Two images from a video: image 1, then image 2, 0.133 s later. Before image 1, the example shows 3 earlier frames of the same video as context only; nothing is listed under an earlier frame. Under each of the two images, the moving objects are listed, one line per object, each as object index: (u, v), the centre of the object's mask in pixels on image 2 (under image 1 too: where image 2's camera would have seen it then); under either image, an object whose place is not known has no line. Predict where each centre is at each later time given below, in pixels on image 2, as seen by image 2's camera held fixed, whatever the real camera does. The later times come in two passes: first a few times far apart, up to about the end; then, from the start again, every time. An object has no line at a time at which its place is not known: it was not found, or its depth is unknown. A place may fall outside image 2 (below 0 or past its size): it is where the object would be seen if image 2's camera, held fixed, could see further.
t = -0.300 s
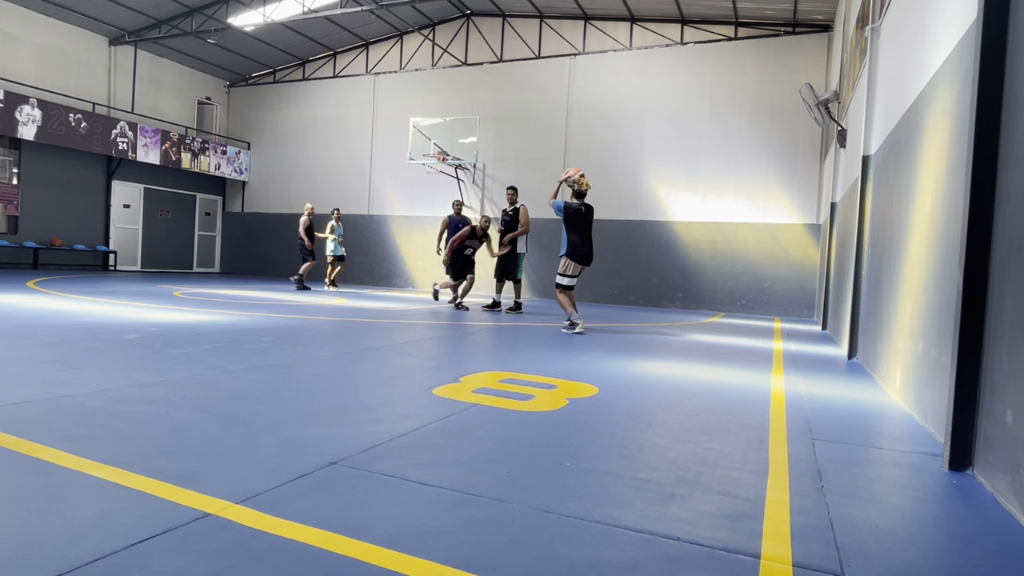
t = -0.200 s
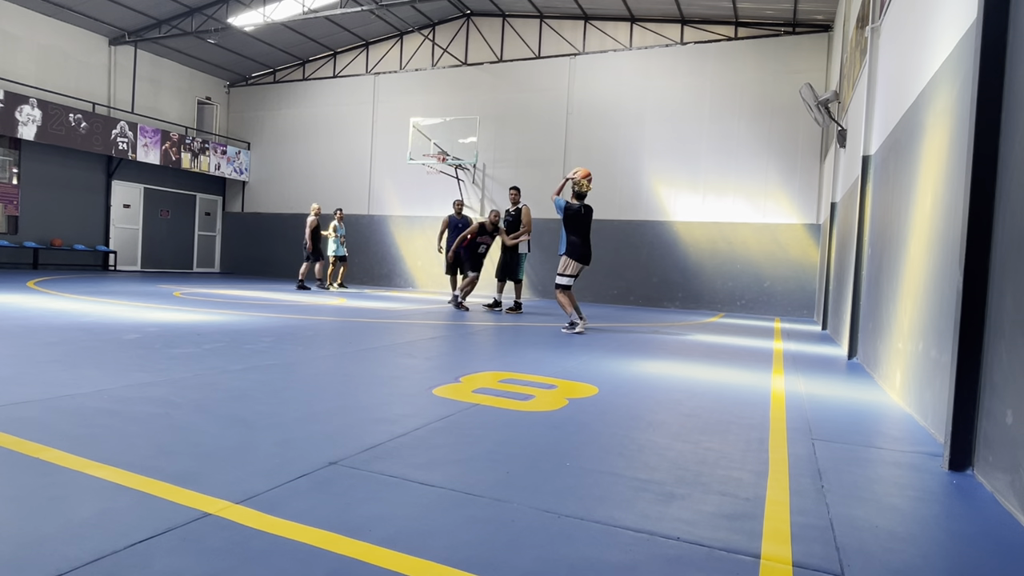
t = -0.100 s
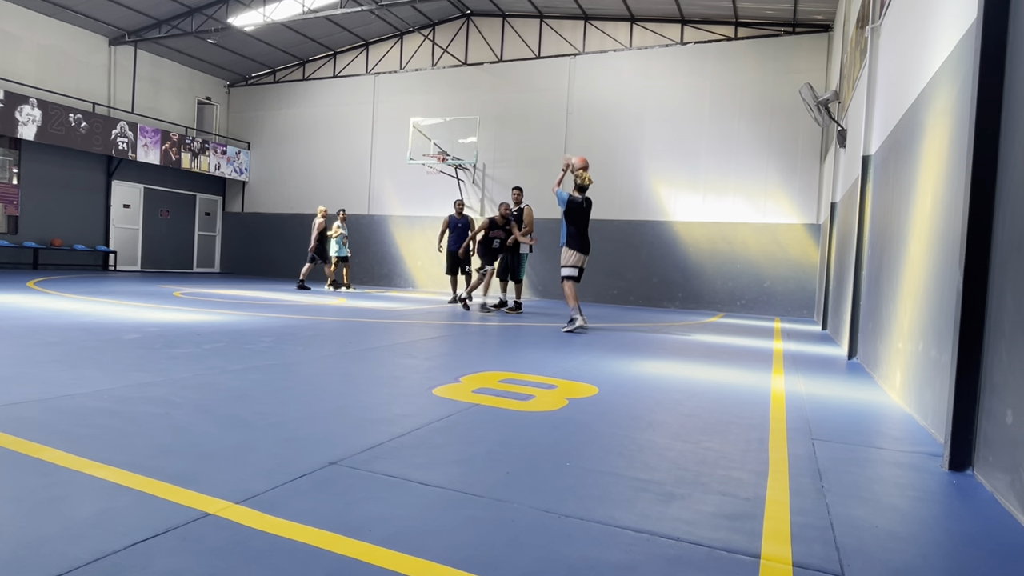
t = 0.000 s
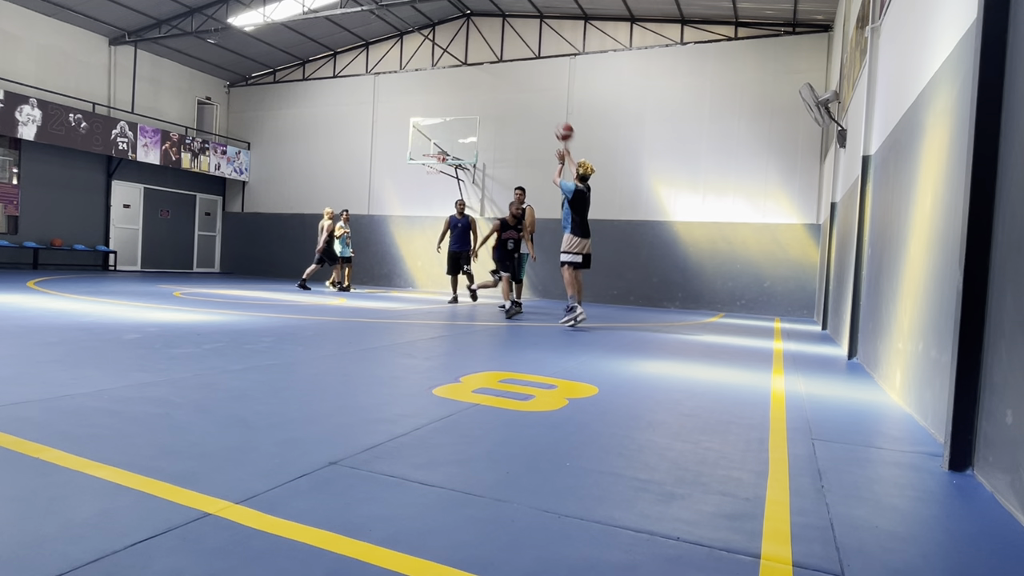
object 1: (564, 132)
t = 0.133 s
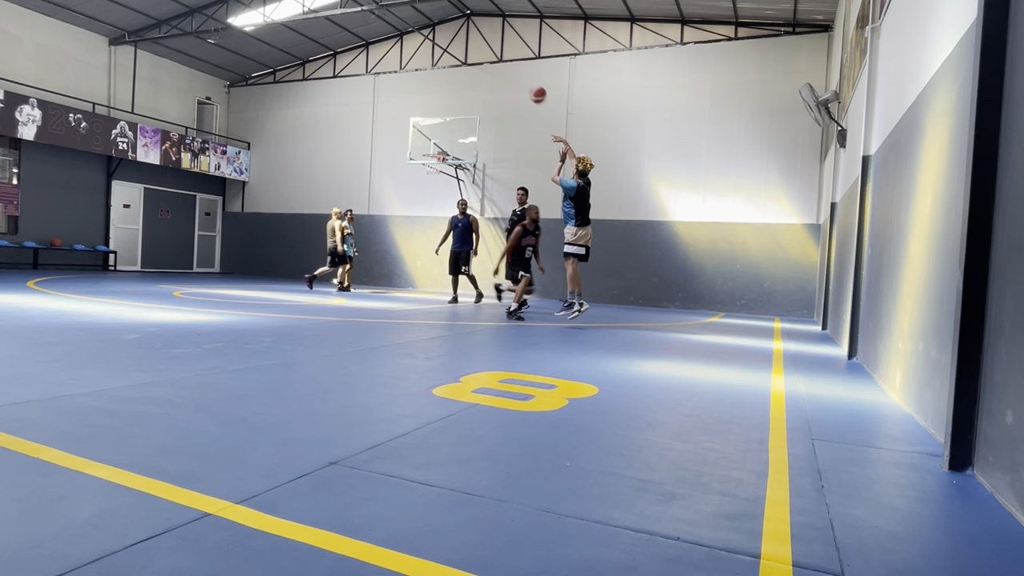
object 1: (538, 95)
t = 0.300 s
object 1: (510, 73)
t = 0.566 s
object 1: (476, 75)
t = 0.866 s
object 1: (446, 117)
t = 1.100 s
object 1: (435, 166)
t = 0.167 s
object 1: (532, 88)
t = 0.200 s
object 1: (526, 83)
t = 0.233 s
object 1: (521, 79)
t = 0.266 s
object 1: (516, 75)
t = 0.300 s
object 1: (510, 73)
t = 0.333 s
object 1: (506, 70)
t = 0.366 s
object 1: (501, 69)
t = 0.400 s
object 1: (496, 69)
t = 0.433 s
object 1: (492, 69)
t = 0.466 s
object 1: (488, 70)
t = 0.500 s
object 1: (484, 71)
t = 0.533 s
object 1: (480, 73)
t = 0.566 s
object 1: (476, 75)
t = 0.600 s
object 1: (472, 78)
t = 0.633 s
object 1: (468, 82)
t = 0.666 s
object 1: (465, 85)
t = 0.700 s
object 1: (462, 90)
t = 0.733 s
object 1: (458, 95)
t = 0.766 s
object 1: (455, 100)
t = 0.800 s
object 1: (452, 105)
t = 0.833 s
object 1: (449, 111)
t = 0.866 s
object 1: (446, 117)
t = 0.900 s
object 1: (443, 123)
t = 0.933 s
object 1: (440, 130)
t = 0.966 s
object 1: (437, 137)
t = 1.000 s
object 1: (435, 144)
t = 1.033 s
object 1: (431, 152)
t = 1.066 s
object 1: (431, 158)
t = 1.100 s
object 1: (435, 166)
